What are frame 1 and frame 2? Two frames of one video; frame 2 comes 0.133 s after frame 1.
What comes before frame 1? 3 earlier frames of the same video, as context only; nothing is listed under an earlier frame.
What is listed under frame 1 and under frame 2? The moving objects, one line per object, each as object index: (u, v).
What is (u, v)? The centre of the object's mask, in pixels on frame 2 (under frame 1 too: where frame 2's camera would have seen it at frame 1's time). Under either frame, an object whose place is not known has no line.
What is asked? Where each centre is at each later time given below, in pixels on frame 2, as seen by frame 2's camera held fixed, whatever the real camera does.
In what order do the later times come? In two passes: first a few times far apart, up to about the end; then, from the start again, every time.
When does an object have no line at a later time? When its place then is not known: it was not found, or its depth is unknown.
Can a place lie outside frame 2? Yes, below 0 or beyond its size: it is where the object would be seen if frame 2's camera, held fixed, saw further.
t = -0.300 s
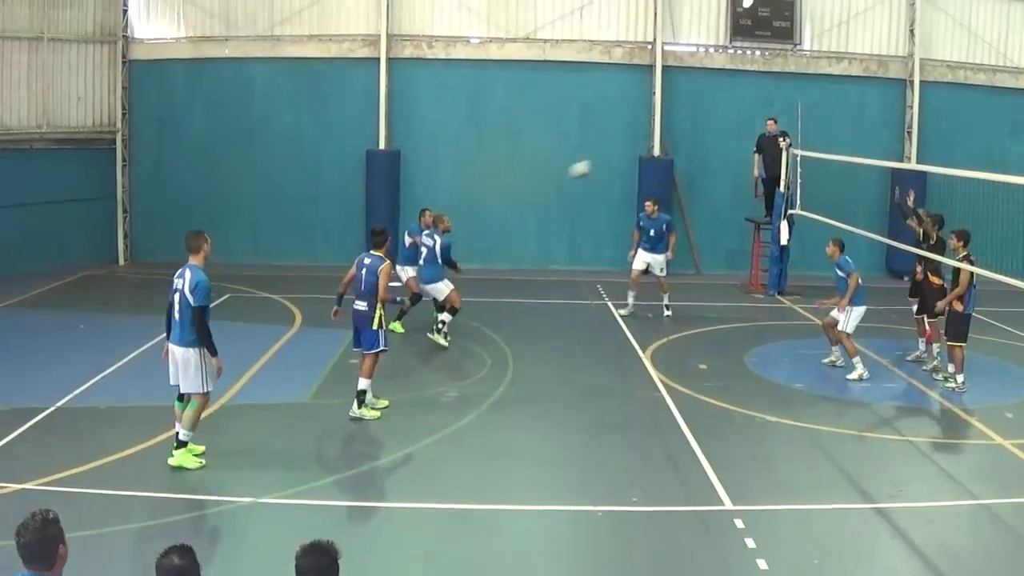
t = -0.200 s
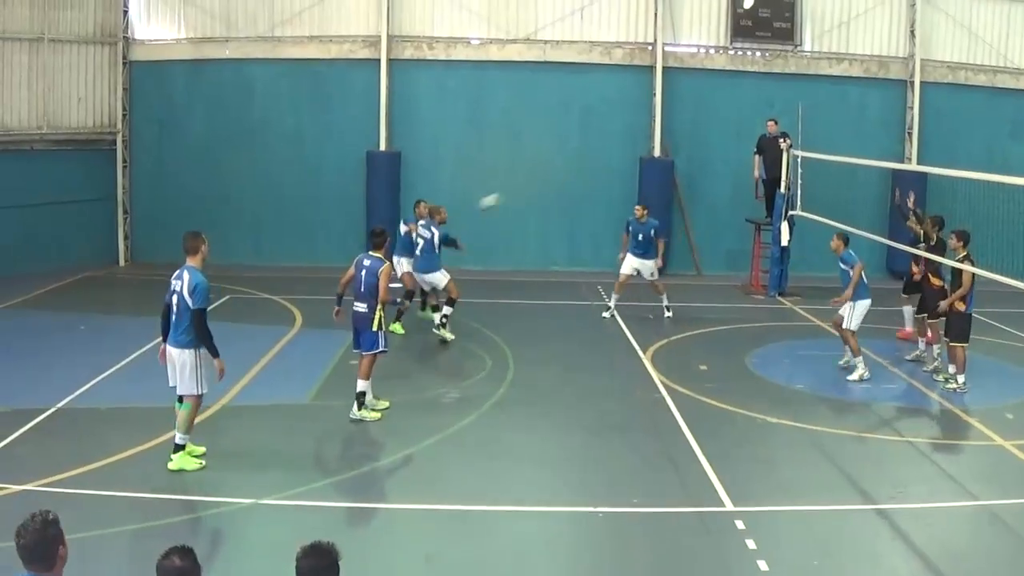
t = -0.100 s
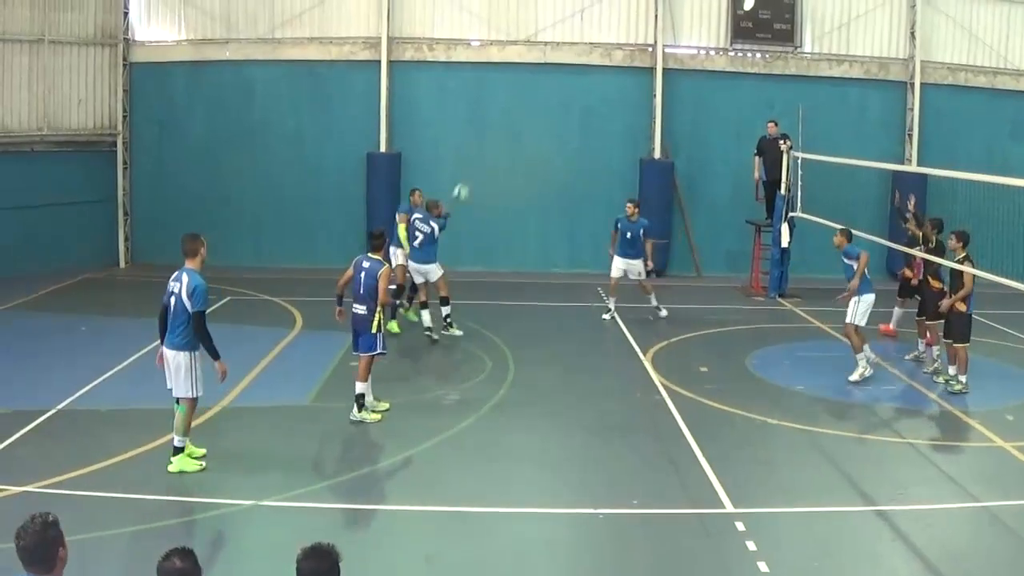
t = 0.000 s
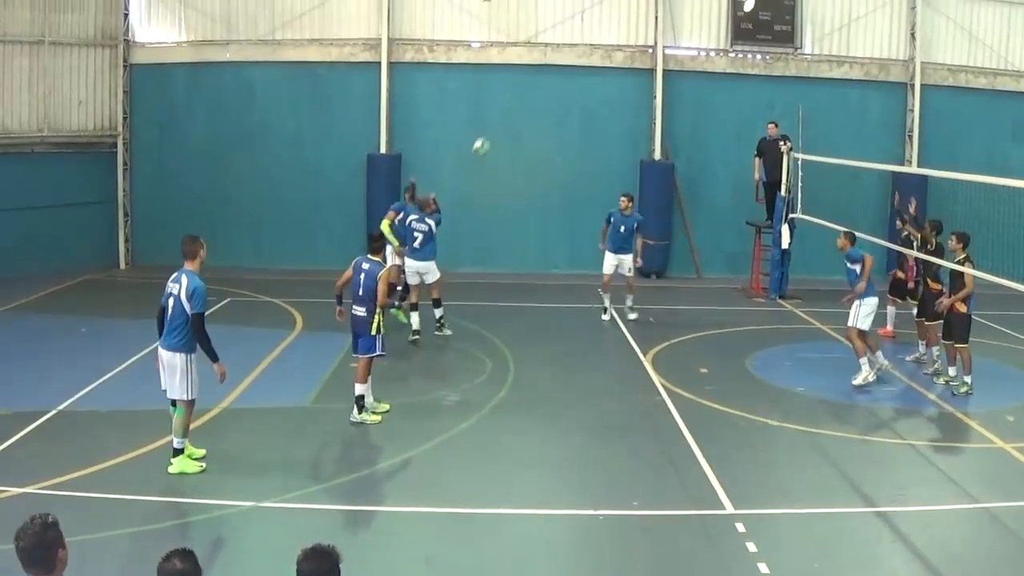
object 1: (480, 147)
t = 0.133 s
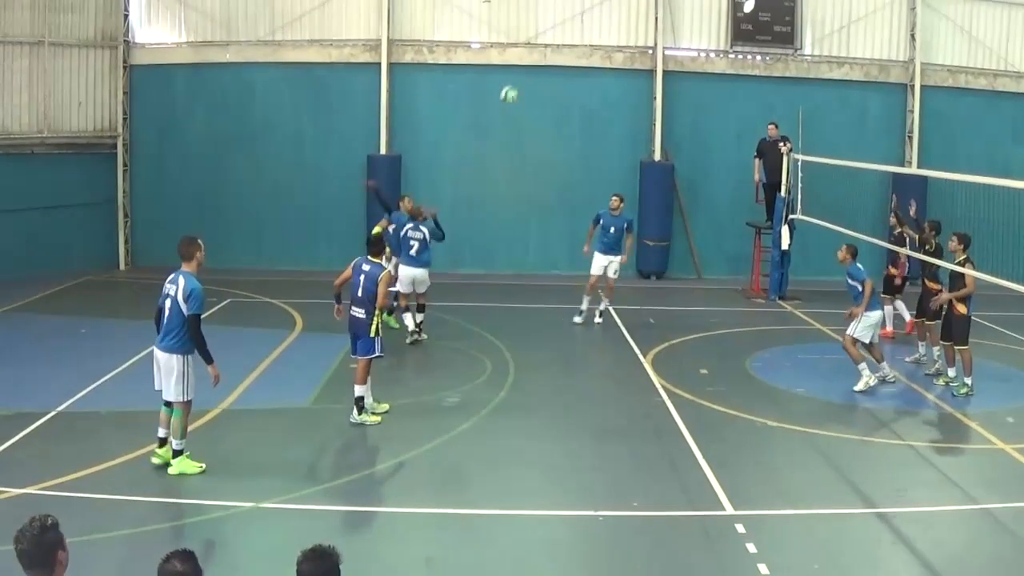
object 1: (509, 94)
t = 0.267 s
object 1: (538, 56)
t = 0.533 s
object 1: (598, 17)
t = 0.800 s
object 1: (659, 40)
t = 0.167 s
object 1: (516, 83)
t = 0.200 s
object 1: (523, 73)
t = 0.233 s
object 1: (531, 64)
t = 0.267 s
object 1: (538, 56)
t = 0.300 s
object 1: (546, 48)
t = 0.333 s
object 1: (554, 42)
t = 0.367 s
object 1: (560, 35)
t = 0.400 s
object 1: (568, 30)
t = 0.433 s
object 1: (576, 26)
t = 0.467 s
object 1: (583, 22)
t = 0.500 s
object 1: (591, 19)
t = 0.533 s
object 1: (598, 17)
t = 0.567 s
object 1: (605, 17)
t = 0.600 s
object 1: (613, 17)
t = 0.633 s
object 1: (620, 19)
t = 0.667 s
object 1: (629, 22)
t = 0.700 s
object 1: (637, 24)
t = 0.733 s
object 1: (645, 29)
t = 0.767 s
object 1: (652, 35)
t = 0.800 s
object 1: (659, 40)
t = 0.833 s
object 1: (666, 48)
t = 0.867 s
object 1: (673, 54)
